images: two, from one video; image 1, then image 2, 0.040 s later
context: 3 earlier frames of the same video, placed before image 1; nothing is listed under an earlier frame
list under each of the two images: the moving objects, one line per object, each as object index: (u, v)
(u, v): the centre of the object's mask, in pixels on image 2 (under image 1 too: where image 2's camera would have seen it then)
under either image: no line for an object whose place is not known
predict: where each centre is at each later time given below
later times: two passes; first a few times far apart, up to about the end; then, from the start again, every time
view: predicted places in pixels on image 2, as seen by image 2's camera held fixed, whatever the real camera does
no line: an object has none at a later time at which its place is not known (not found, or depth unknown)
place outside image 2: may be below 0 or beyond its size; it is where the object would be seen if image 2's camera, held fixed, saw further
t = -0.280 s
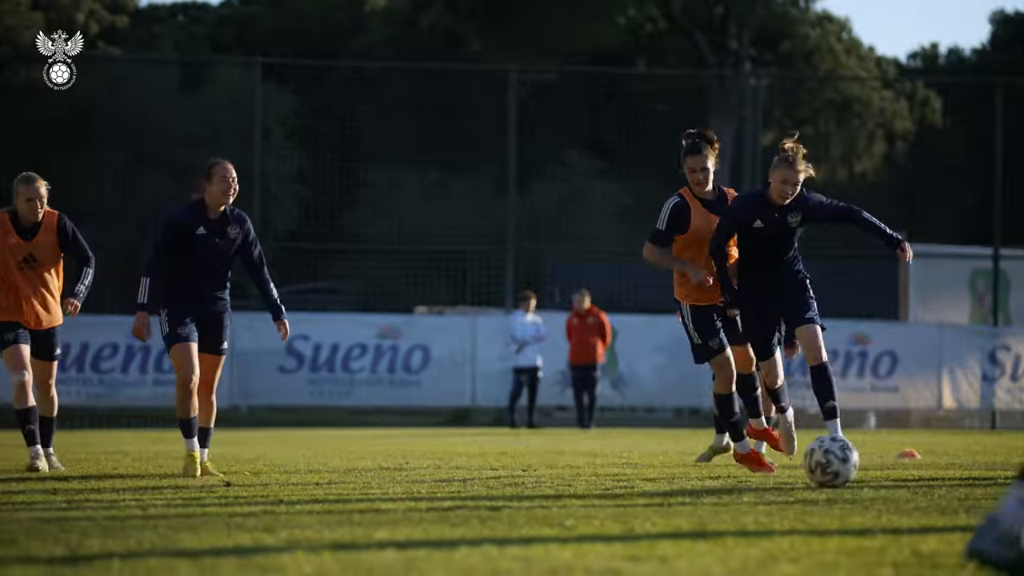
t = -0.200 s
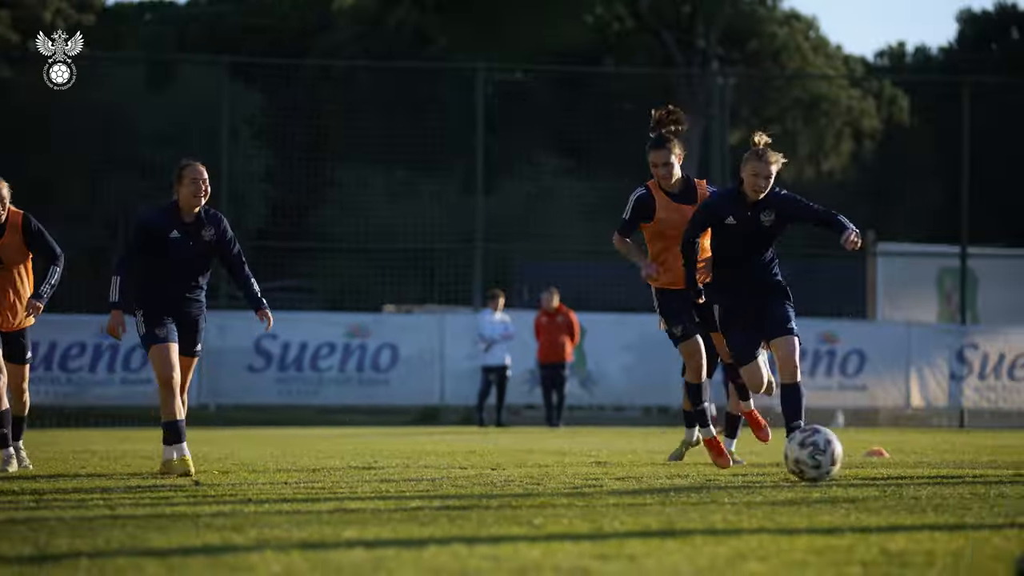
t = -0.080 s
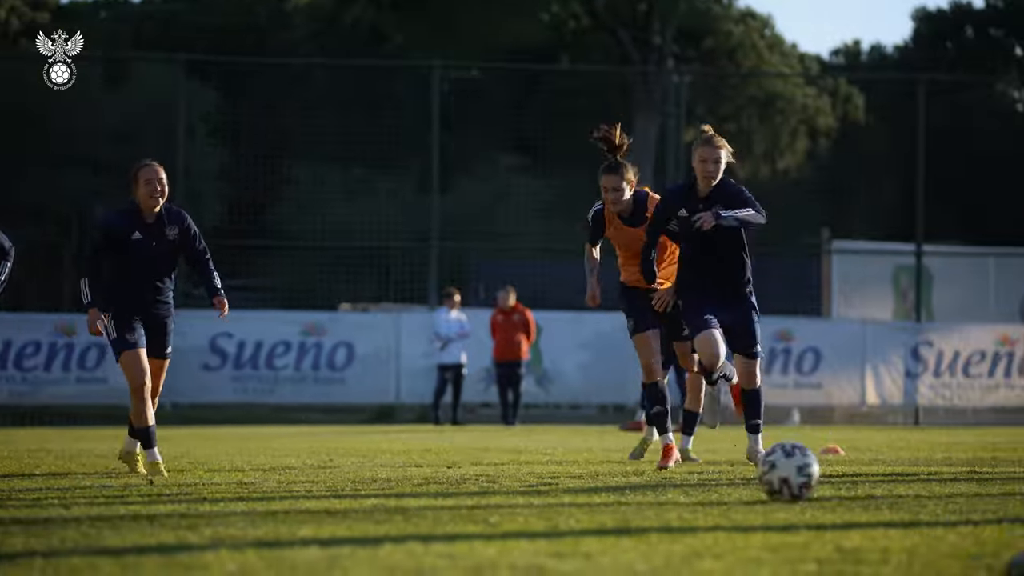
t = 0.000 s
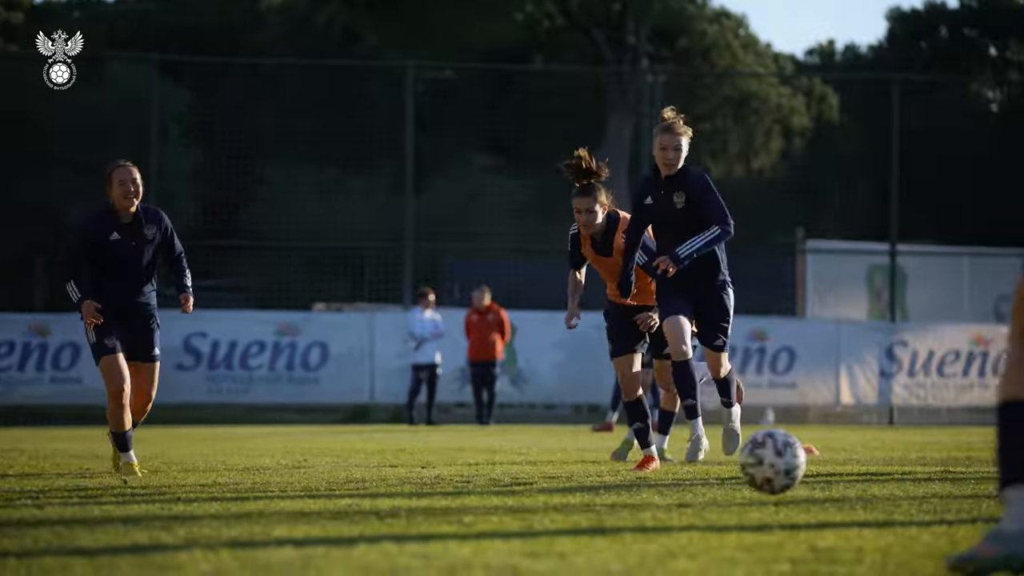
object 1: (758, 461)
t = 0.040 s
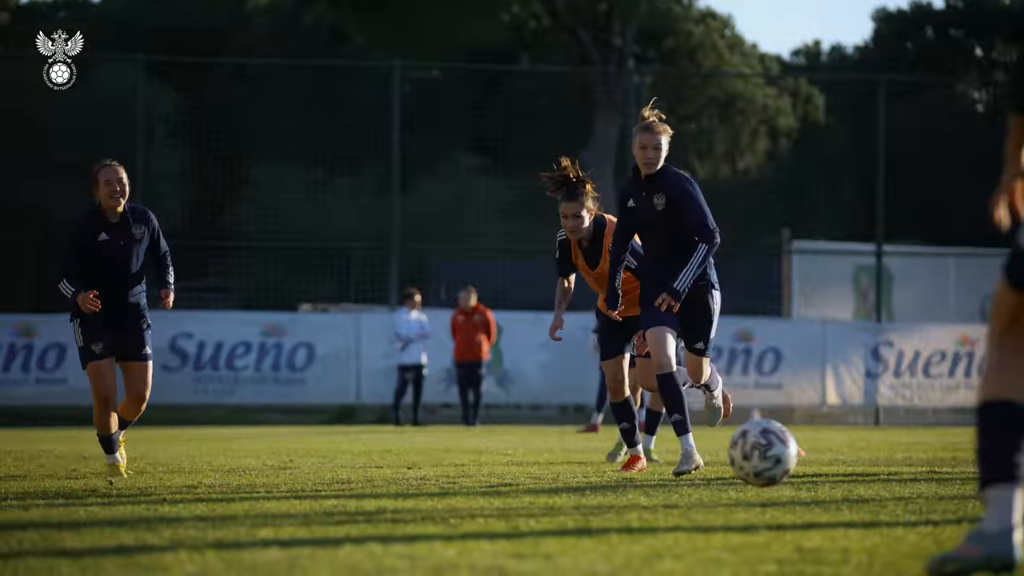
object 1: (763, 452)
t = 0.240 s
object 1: (787, 485)
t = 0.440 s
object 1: (800, 489)
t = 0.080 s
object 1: (767, 447)
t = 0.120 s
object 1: (773, 448)
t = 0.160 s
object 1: (778, 455)
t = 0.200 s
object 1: (782, 467)
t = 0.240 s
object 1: (787, 485)
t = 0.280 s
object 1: (792, 495)
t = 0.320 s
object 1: (794, 486)
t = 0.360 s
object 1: (797, 482)
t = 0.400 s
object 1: (798, 481)
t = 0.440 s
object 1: (800, 489)
